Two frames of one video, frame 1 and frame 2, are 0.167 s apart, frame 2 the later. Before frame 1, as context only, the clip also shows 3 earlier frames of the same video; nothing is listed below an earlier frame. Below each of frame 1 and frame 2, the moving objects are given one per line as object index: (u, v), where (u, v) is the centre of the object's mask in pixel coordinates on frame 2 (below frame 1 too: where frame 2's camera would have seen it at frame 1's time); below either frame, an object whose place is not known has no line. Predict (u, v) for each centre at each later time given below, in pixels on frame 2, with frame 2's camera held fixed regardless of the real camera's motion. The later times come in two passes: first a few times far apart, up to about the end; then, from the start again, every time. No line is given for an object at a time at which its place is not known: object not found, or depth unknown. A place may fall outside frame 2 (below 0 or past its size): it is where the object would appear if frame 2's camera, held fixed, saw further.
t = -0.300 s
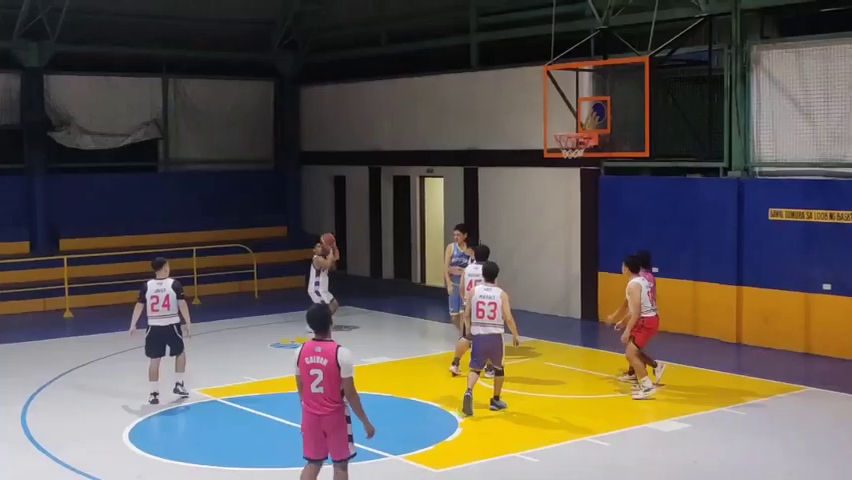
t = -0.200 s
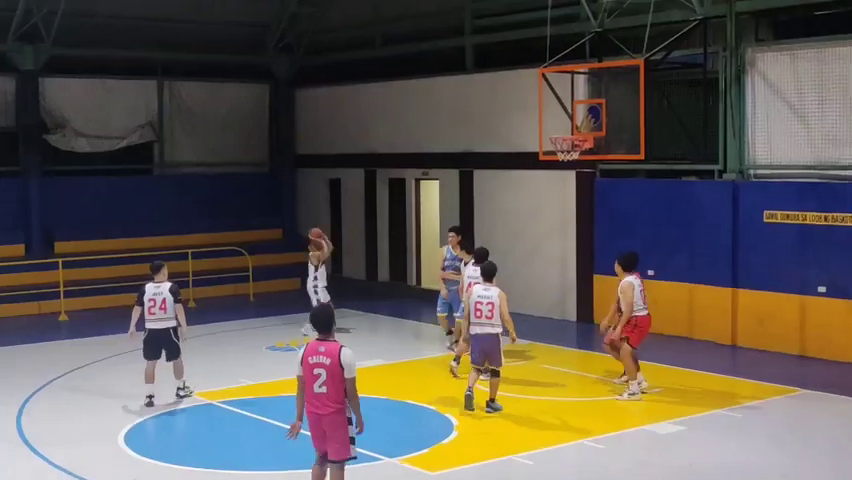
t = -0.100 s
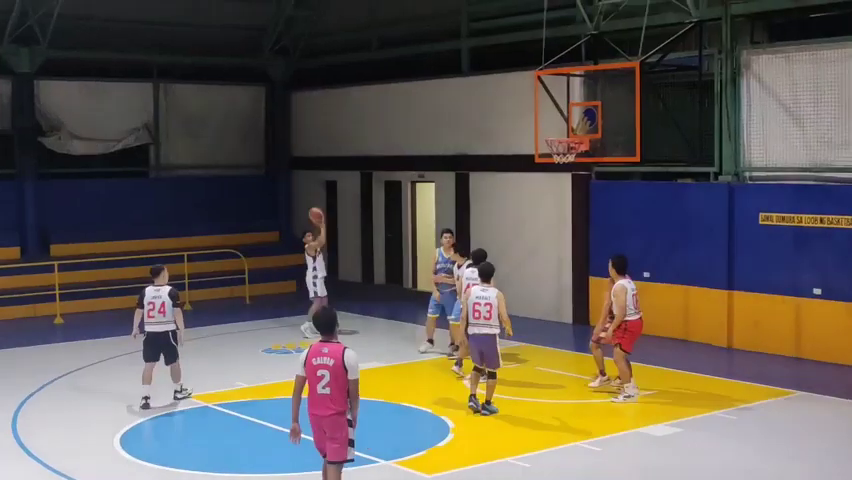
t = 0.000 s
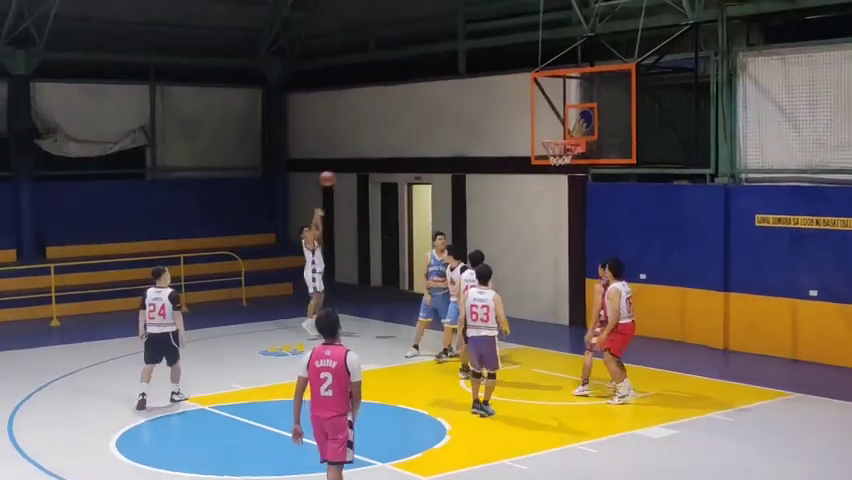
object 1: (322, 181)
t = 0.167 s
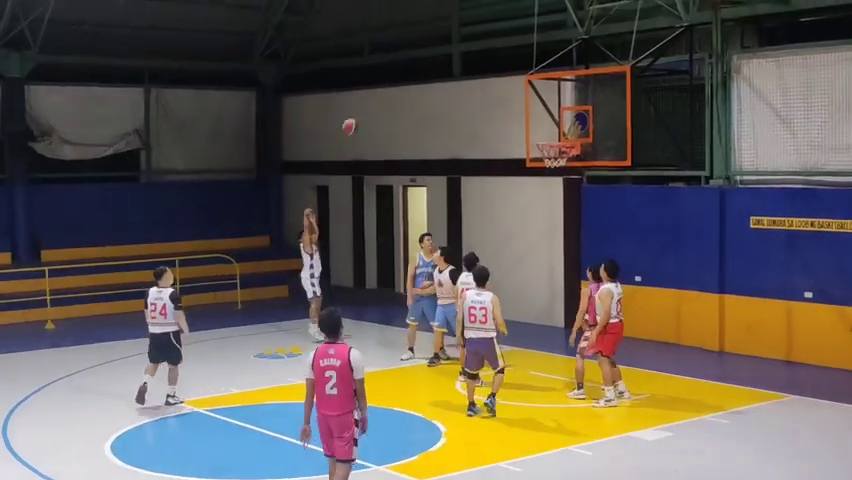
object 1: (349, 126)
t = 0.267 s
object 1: (366, 100)
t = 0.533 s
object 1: (418, 62)
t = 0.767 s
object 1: (466, 67)
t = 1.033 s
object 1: (526, 122)
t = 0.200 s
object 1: (354, 117)
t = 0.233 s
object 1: (360, 109)
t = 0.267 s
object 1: (366, 100)
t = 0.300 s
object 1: (372, 93)
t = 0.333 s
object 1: (379, 87)
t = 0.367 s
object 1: (386, 80)
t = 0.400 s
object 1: (392, 76)
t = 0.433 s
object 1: (398, 71)
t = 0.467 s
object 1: (404, 68)
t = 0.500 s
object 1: (411, 65)
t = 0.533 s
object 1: (418, 62)
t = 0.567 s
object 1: (424, 61)
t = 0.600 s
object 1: (431, 60)
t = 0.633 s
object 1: (437, 59)
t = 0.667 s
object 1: (445, 60)
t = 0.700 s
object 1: (452, 62)
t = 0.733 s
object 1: (458, 64)
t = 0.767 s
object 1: (466, 67)
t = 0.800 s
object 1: (473, 71)
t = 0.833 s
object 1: (480, 75)
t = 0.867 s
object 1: (488, 81)
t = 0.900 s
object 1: (495, 87)
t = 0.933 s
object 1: (502, 94)
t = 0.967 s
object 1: (510, 102)
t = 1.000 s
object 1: (517, 112)
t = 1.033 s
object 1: (526, 122)
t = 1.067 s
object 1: (535, 133)
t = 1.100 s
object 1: (536, 133)
